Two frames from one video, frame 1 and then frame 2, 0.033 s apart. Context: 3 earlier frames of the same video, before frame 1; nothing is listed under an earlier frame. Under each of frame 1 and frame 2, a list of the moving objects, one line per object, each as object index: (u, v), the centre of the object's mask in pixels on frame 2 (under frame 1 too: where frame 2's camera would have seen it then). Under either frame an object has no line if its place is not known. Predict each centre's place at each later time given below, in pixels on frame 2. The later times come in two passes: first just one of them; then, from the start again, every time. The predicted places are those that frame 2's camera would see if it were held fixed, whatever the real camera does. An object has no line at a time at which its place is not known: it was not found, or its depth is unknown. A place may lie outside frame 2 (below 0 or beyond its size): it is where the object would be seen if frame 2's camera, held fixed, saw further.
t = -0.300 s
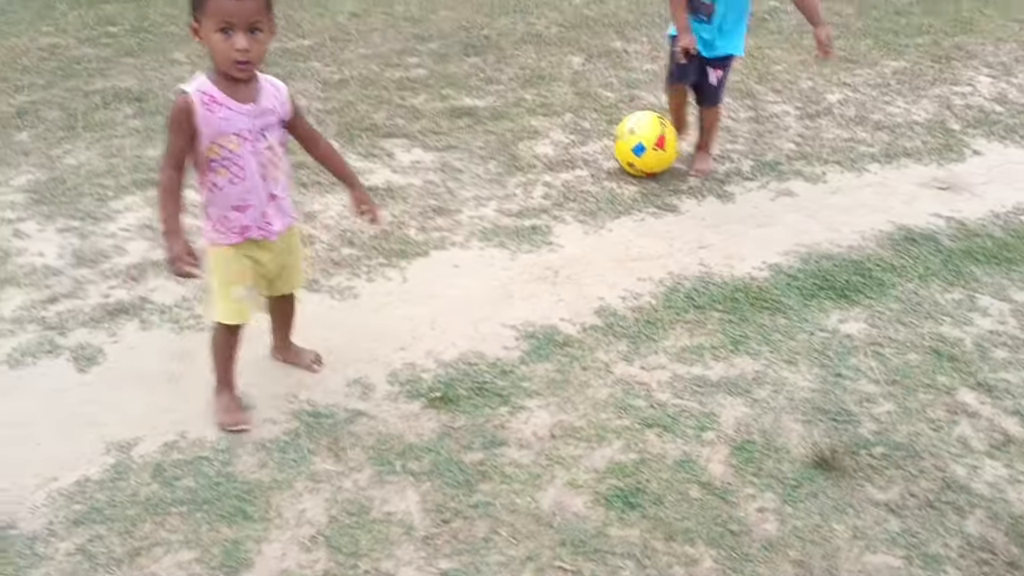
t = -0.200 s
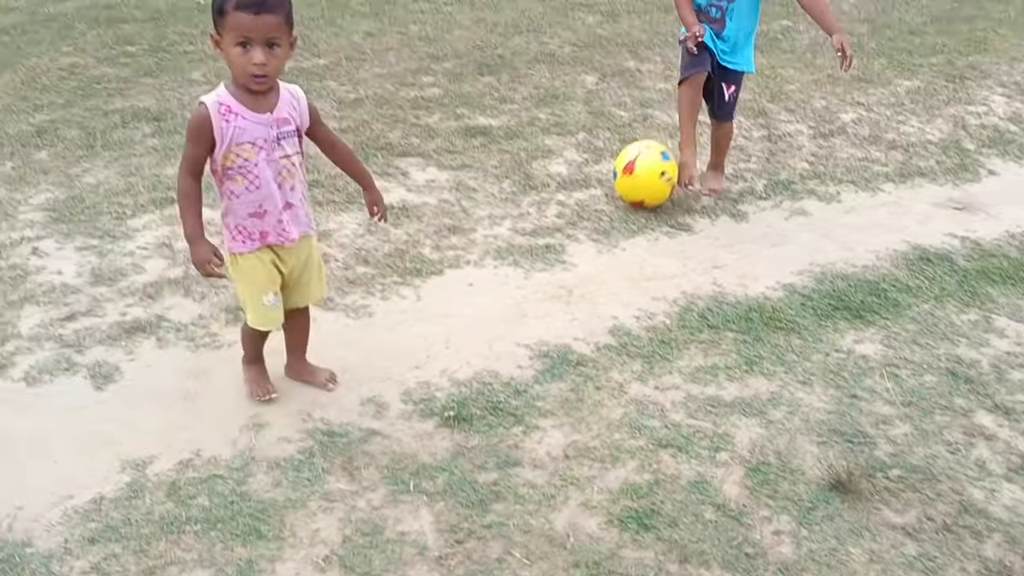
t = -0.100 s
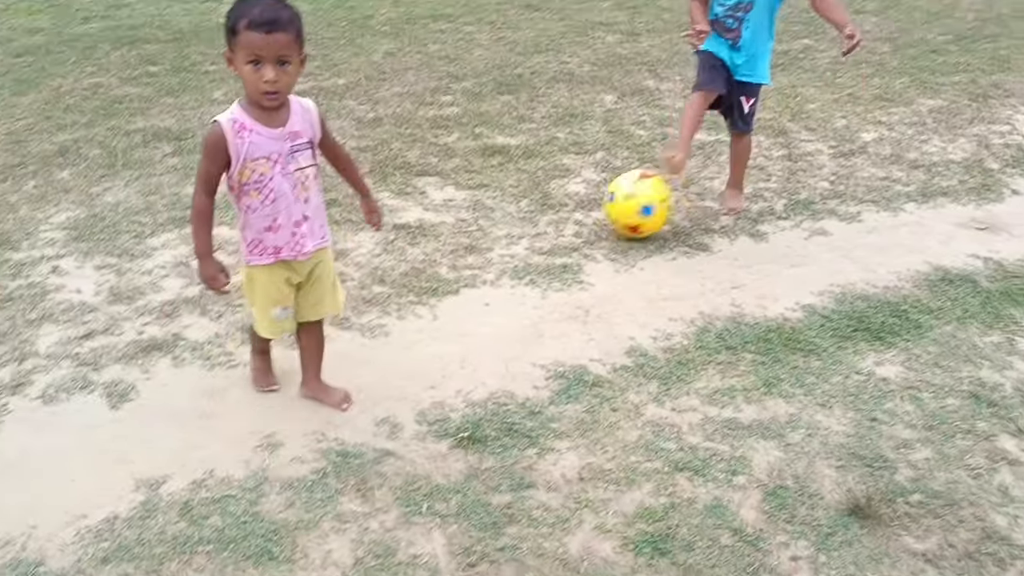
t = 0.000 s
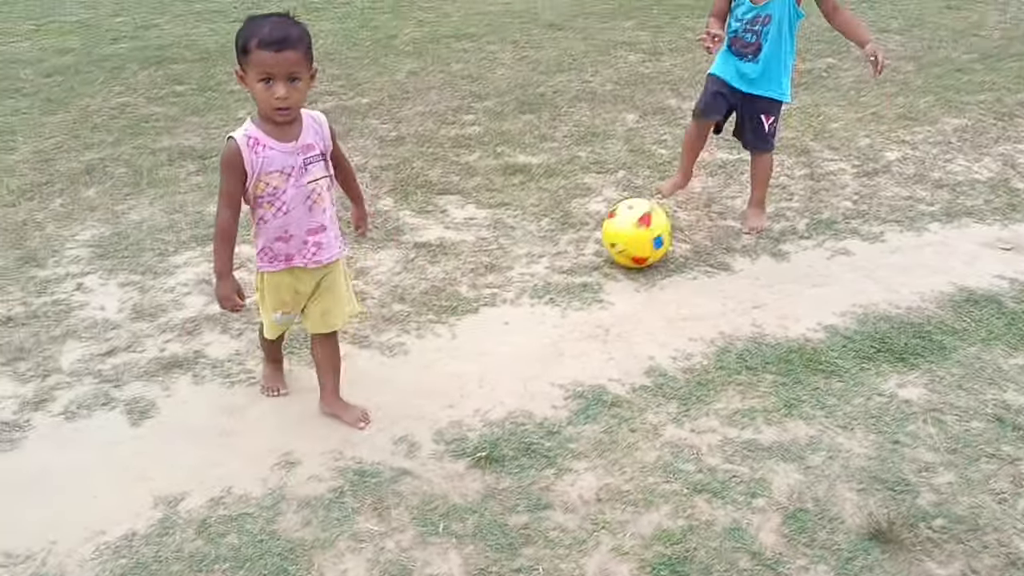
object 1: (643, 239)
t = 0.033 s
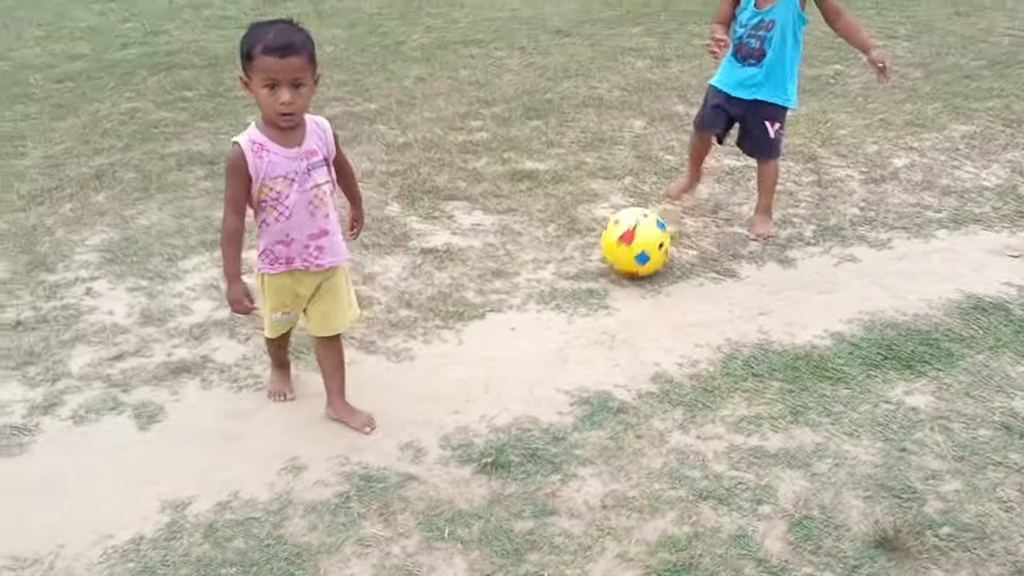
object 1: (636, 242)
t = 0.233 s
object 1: (584, 262)
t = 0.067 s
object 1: (628, 246)
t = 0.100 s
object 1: (620, 249)
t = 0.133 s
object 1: (611, 253)
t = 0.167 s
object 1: (602, 256)
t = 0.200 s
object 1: (593, 259)
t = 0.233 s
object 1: (584, 262)
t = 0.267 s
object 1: (575, 264)
